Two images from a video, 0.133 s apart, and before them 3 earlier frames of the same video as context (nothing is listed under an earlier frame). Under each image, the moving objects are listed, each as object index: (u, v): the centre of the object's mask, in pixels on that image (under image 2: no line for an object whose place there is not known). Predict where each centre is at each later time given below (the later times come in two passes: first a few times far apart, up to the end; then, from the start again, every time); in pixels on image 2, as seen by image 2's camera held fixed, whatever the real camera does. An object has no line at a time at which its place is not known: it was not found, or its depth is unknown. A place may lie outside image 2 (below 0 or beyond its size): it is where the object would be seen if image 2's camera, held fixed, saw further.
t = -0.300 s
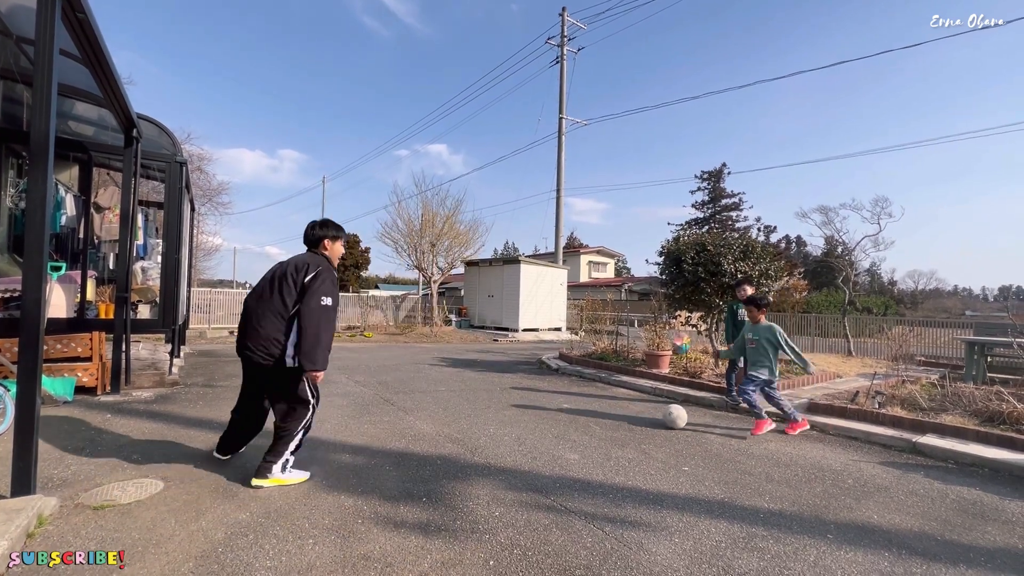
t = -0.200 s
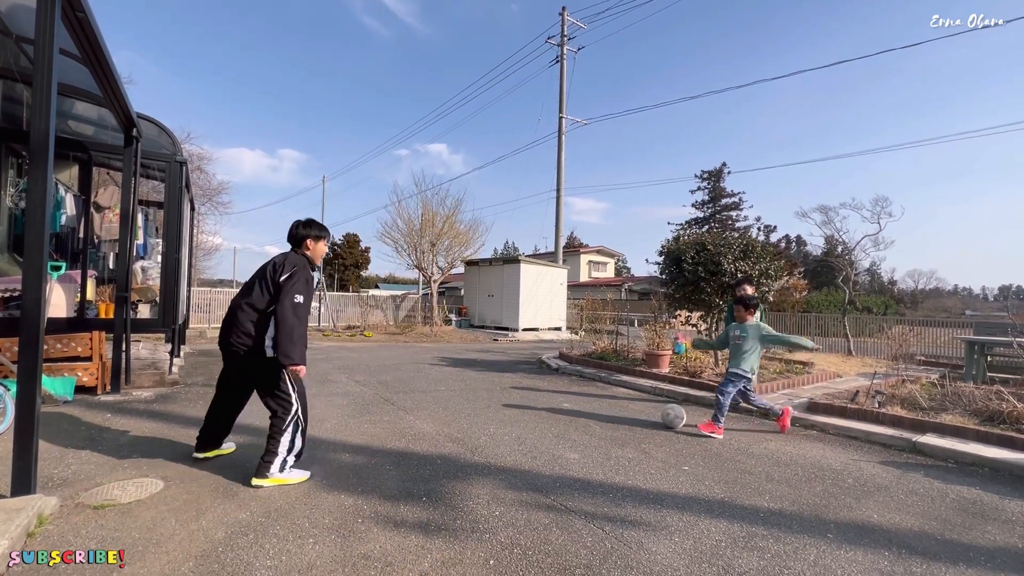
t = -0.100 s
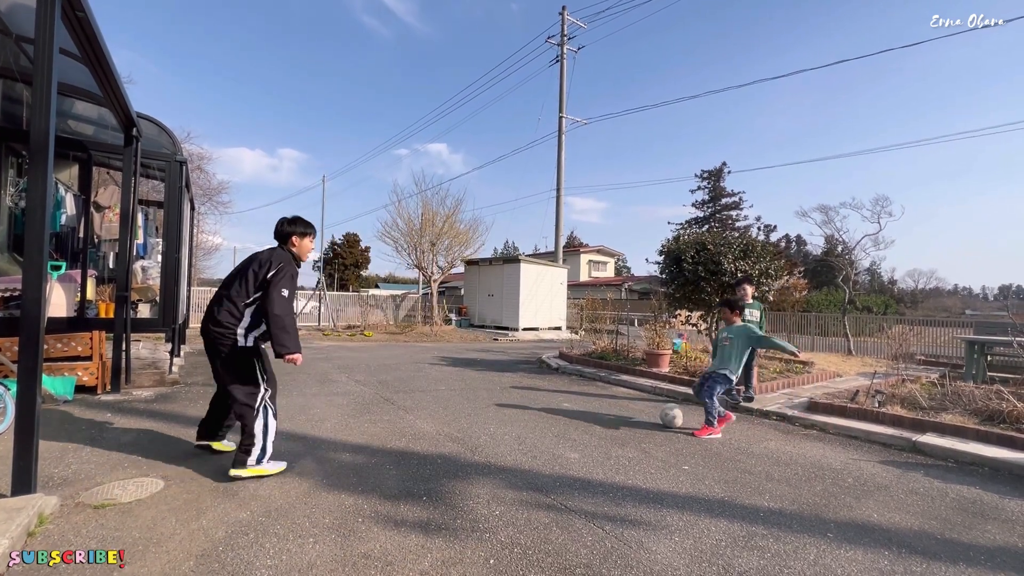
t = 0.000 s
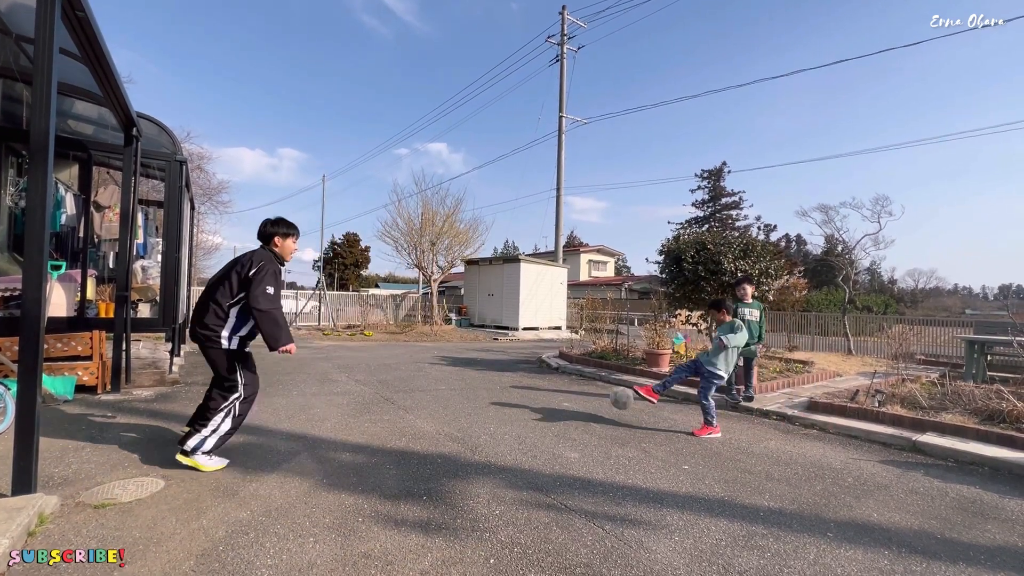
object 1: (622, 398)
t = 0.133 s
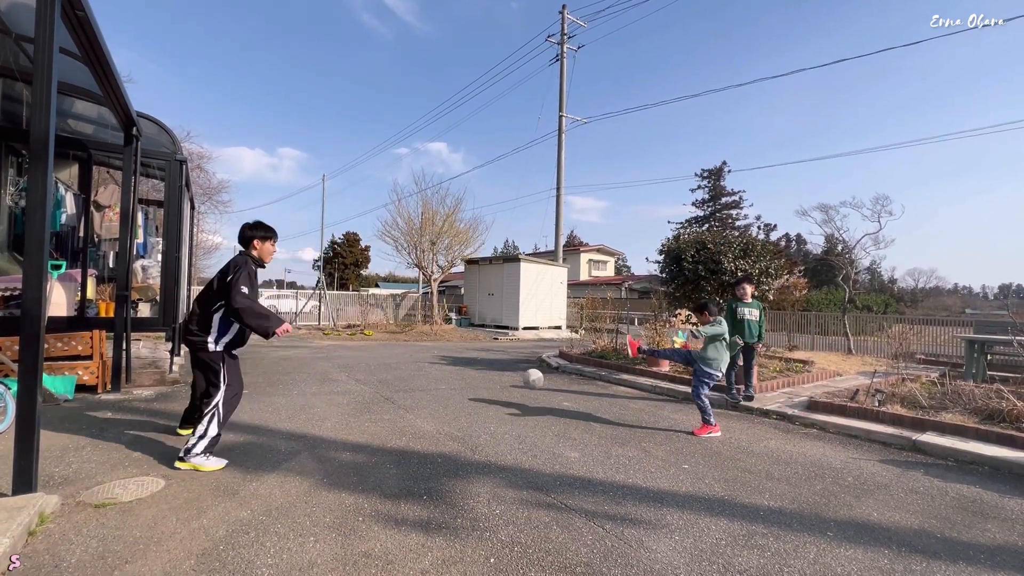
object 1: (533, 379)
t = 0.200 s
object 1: (495, 377)
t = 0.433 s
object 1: (410, 371)
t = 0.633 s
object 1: (372, 372)
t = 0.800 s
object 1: (347, 368)
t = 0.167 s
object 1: (513, 378)
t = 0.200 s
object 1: (495, 377)
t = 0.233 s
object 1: (477, 378)
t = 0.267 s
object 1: (461, 379)
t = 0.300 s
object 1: (444, 382)
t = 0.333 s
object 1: (432, 382)
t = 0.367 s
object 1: (424, 377)
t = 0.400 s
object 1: (417, 374)
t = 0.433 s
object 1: (410, 371)
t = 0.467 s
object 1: (403, 370)
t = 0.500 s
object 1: (397, 369)
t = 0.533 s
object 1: (390, 370)
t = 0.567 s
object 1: (384, 371)
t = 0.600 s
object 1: (378, 373)
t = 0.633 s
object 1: (372, 372)
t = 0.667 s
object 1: (367, 369)
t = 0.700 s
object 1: (362, 367)
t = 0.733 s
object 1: (357, 367)
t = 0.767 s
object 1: (352, 367)
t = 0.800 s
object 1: (347, 368)
